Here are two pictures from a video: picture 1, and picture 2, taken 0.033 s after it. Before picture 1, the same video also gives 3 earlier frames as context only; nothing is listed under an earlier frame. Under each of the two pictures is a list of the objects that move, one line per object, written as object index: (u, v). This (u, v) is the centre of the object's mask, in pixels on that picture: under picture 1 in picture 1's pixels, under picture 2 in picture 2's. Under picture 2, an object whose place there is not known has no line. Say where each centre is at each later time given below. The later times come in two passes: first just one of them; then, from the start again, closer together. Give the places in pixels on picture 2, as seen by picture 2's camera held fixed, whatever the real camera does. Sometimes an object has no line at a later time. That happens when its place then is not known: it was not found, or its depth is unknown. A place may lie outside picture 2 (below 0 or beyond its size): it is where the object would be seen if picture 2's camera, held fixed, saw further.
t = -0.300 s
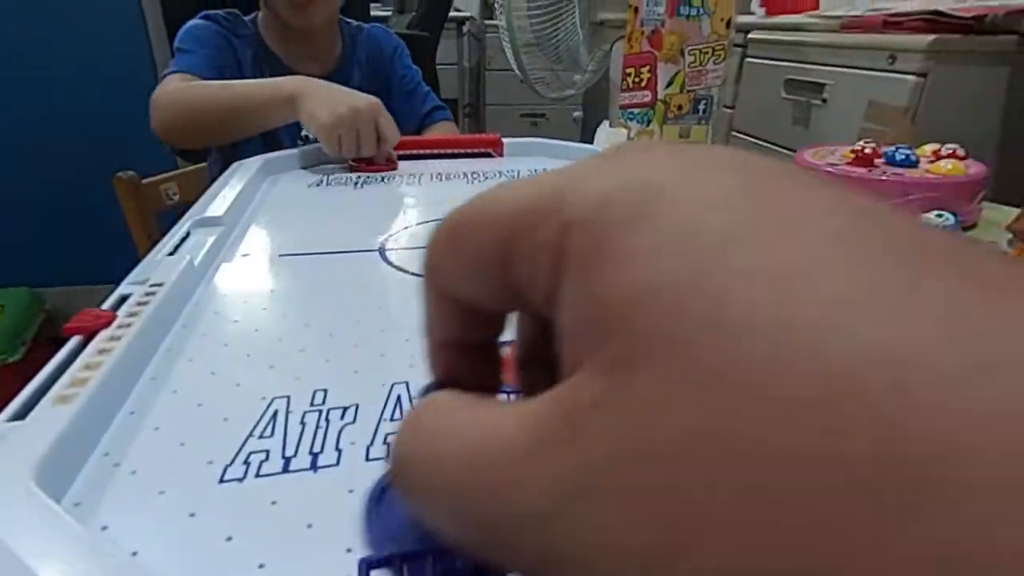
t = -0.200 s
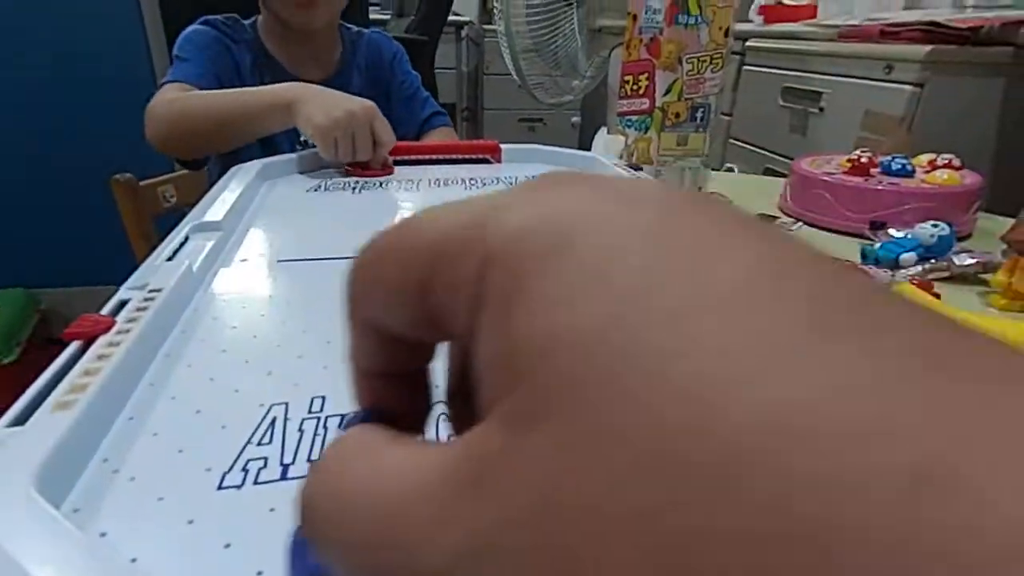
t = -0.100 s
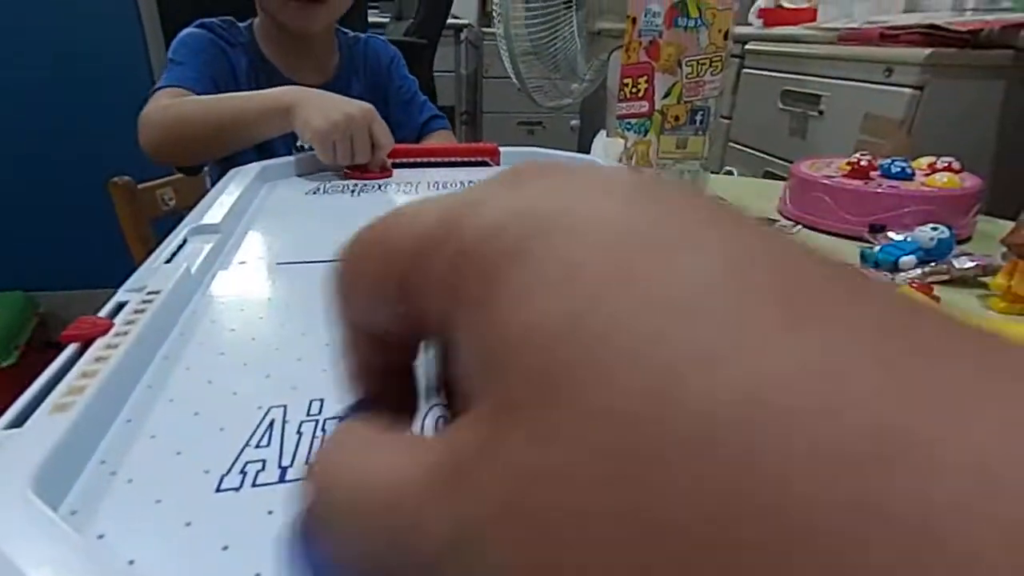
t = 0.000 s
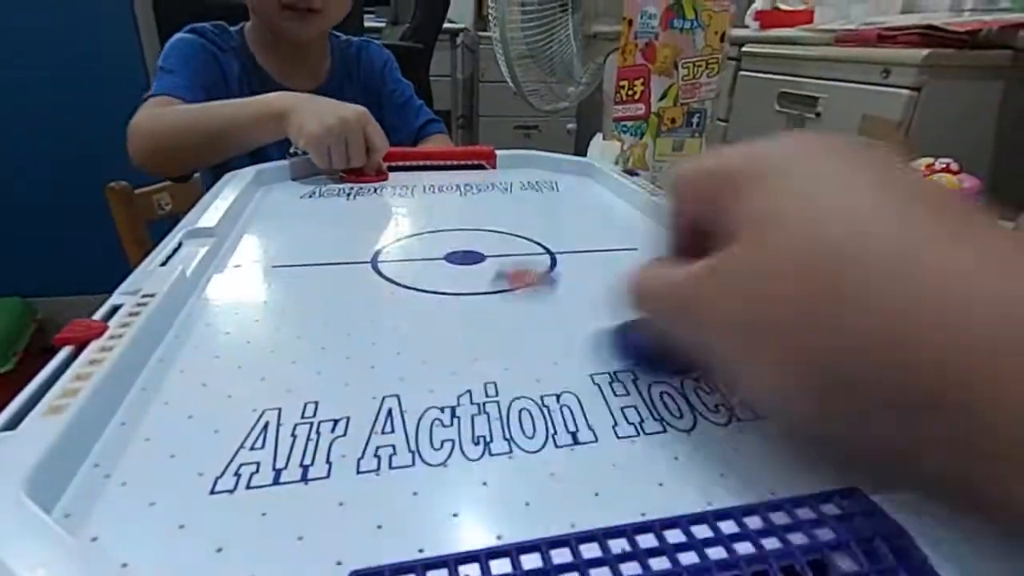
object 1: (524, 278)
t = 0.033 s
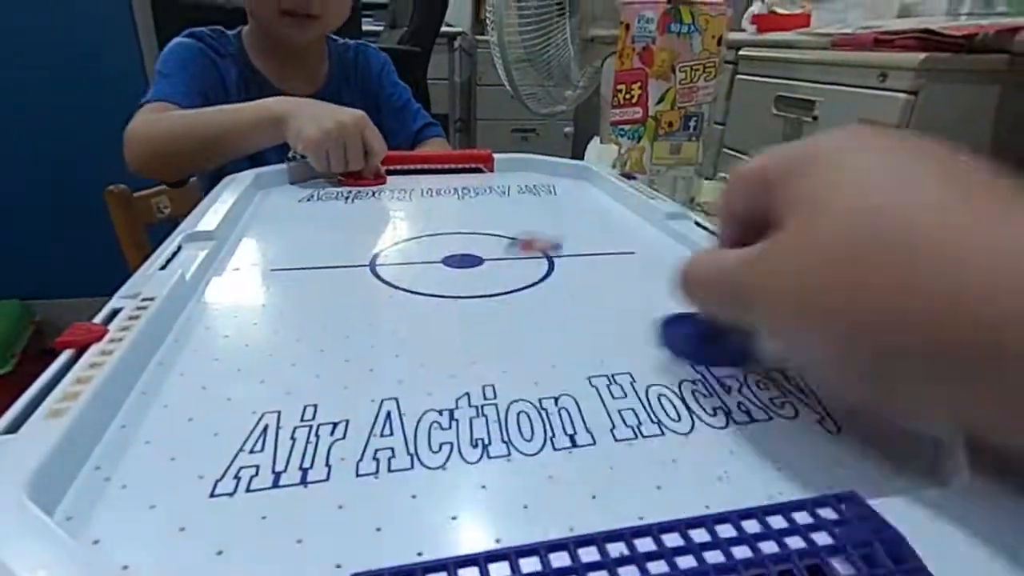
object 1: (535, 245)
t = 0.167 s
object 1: (526, 186)
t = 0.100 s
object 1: (549, 194)
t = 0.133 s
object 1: (555, 182)
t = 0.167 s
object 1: (526, 186)
